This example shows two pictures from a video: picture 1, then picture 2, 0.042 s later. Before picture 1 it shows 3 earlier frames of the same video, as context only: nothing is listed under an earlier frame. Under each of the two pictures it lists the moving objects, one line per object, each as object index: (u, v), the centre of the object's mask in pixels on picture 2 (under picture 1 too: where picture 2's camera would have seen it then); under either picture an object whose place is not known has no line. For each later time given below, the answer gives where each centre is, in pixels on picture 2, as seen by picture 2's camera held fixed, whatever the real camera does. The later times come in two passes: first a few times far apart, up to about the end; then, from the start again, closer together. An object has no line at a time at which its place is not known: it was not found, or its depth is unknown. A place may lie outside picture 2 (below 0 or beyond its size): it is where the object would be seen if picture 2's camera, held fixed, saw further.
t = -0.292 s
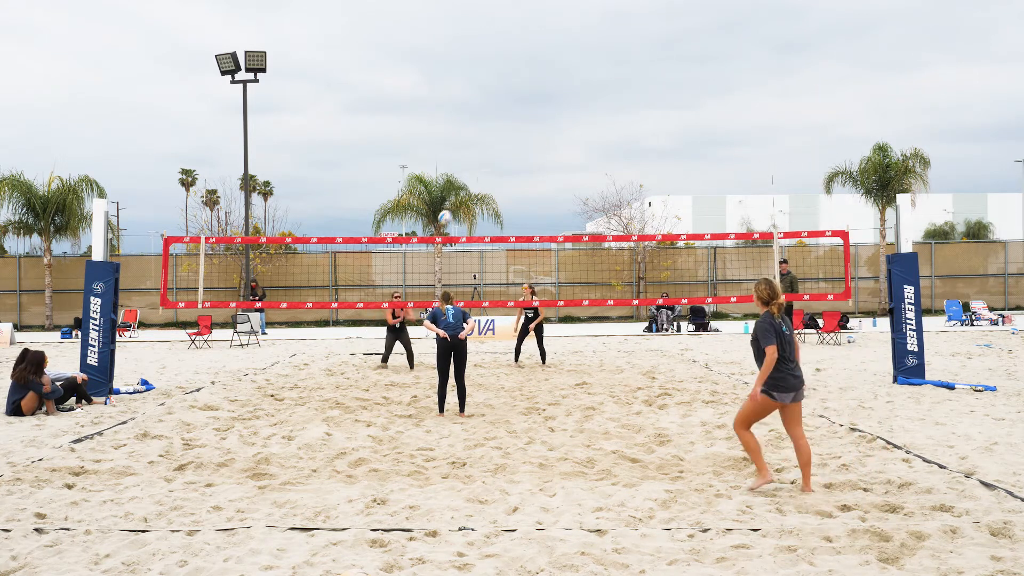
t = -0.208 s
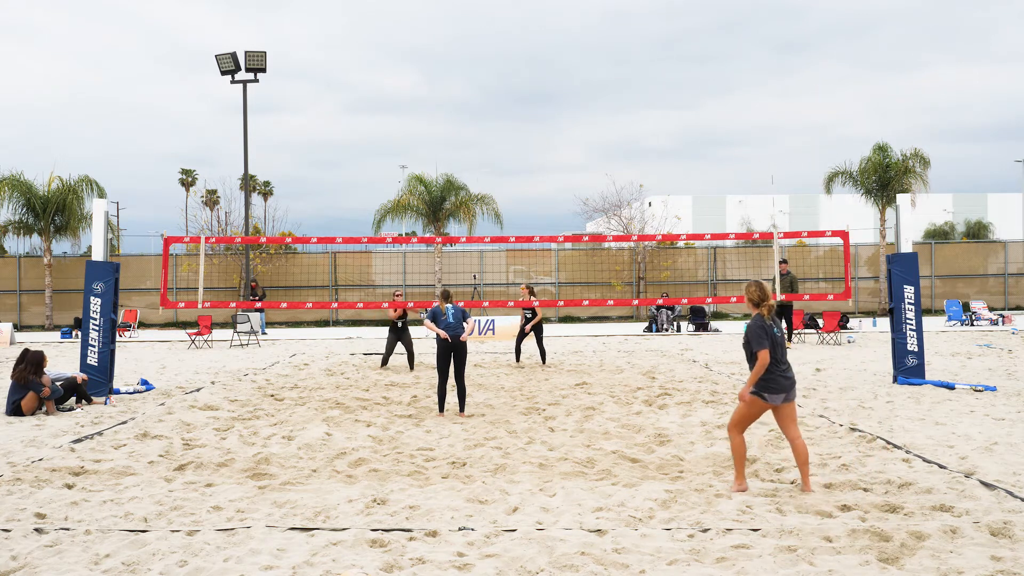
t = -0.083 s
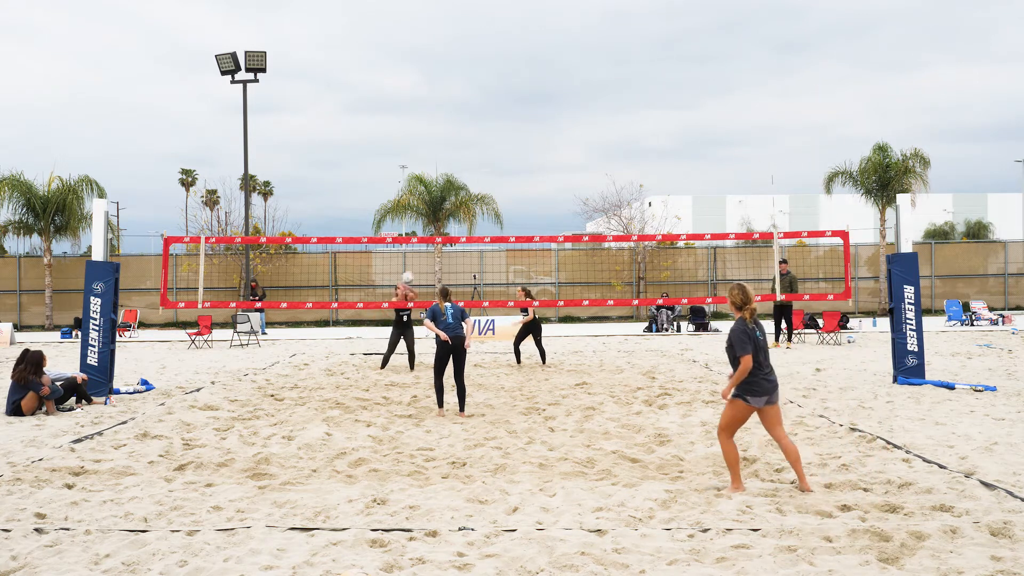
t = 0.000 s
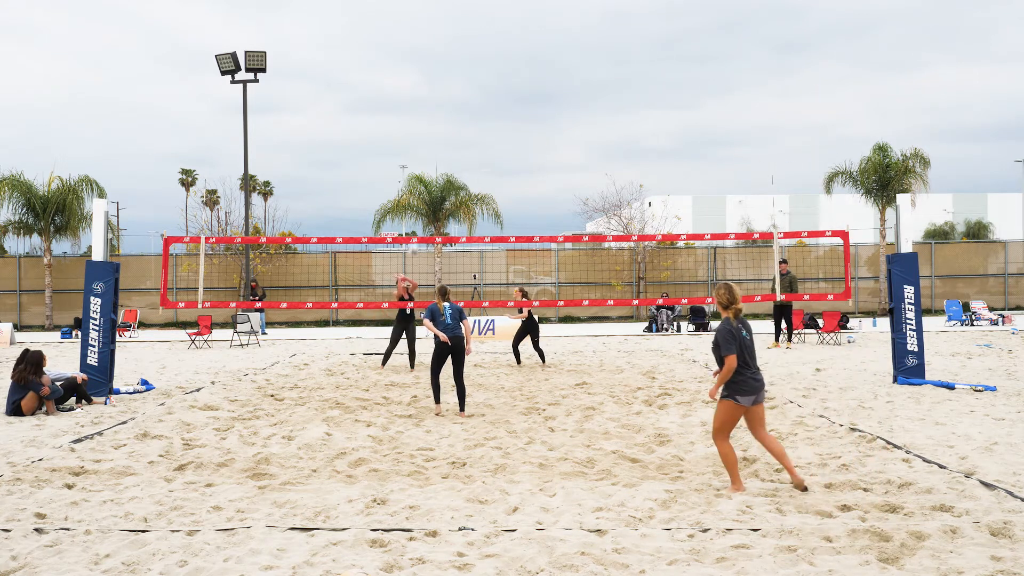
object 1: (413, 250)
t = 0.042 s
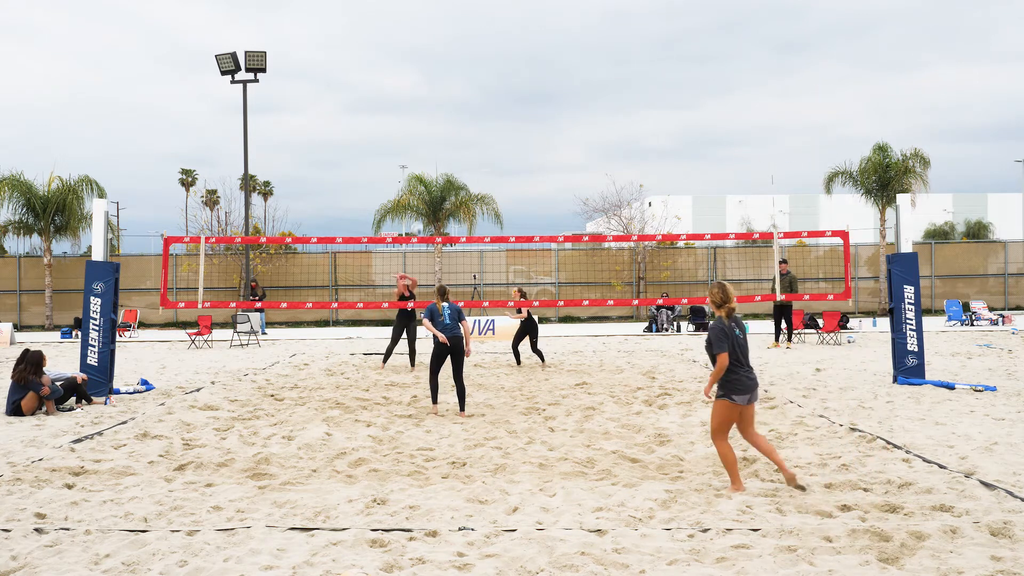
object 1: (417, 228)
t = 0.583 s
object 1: (478, 54)
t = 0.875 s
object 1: (514, 28)
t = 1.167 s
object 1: (552, 54)
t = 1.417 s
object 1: (586, 122)
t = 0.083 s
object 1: (421, 208)
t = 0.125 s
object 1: (425, 191)
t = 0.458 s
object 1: (463, 80)
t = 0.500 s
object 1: (468, 70)
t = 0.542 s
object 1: (473, 61)
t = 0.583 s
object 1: (478, 54)
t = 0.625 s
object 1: (483, 48)
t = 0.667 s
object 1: (488, 42)
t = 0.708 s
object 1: (493, 36)
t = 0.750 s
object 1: (498, 32)
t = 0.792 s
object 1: (504, 29)
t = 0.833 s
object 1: (509, 29)
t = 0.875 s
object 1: (514, 28)
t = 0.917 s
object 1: (519, 28)
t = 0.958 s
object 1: (524, 29)
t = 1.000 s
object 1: (530, 32)
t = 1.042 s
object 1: (535, 35)
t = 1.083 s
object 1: (542, 41)
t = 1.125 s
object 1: (547, 48)
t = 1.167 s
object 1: (552, 54)
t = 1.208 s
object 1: (557, 62)
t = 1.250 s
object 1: (564, 73)
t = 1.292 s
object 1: (569, 84)
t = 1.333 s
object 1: (574, 95)
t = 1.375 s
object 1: (580, 107)
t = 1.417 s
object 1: (586, 122)
